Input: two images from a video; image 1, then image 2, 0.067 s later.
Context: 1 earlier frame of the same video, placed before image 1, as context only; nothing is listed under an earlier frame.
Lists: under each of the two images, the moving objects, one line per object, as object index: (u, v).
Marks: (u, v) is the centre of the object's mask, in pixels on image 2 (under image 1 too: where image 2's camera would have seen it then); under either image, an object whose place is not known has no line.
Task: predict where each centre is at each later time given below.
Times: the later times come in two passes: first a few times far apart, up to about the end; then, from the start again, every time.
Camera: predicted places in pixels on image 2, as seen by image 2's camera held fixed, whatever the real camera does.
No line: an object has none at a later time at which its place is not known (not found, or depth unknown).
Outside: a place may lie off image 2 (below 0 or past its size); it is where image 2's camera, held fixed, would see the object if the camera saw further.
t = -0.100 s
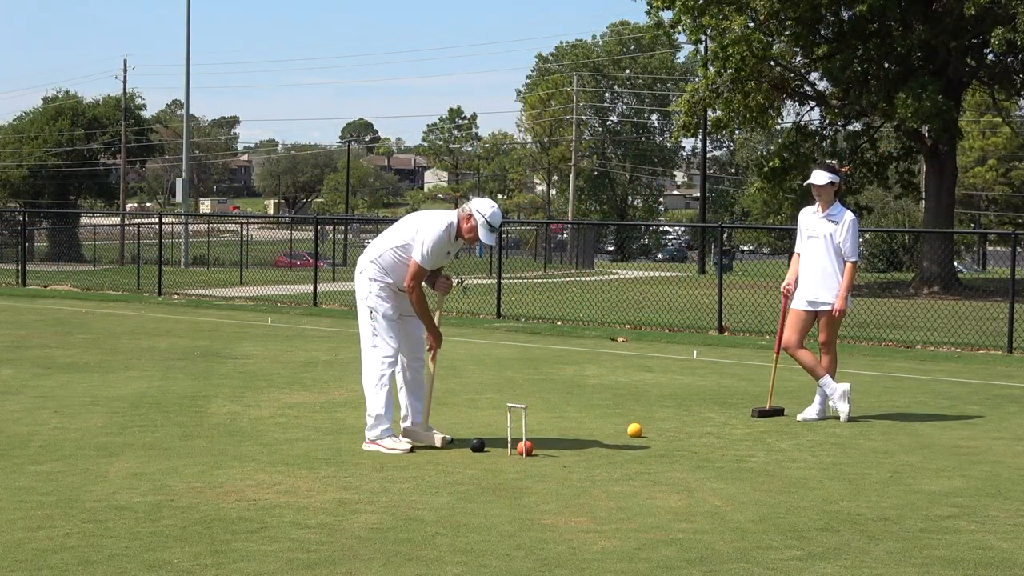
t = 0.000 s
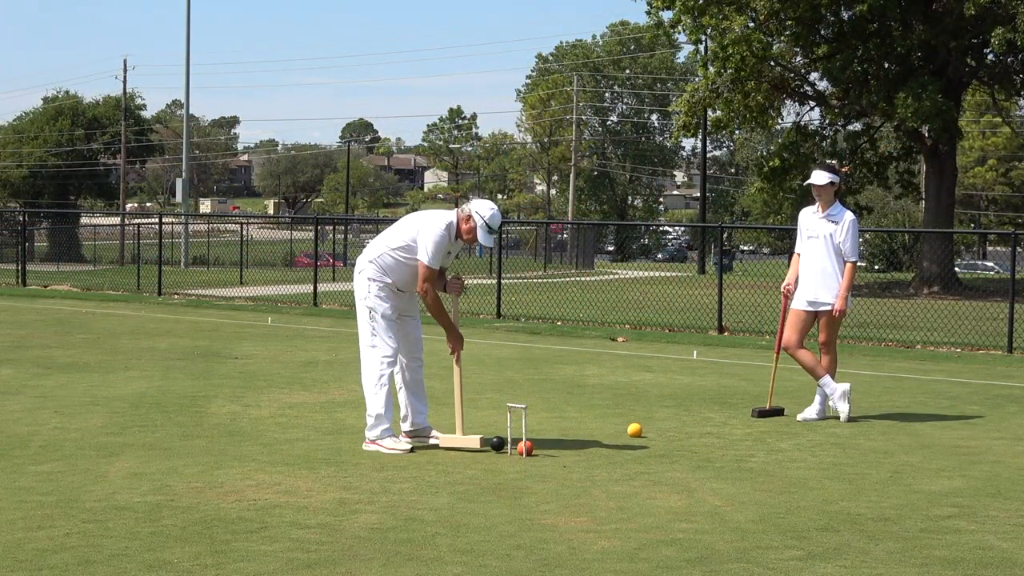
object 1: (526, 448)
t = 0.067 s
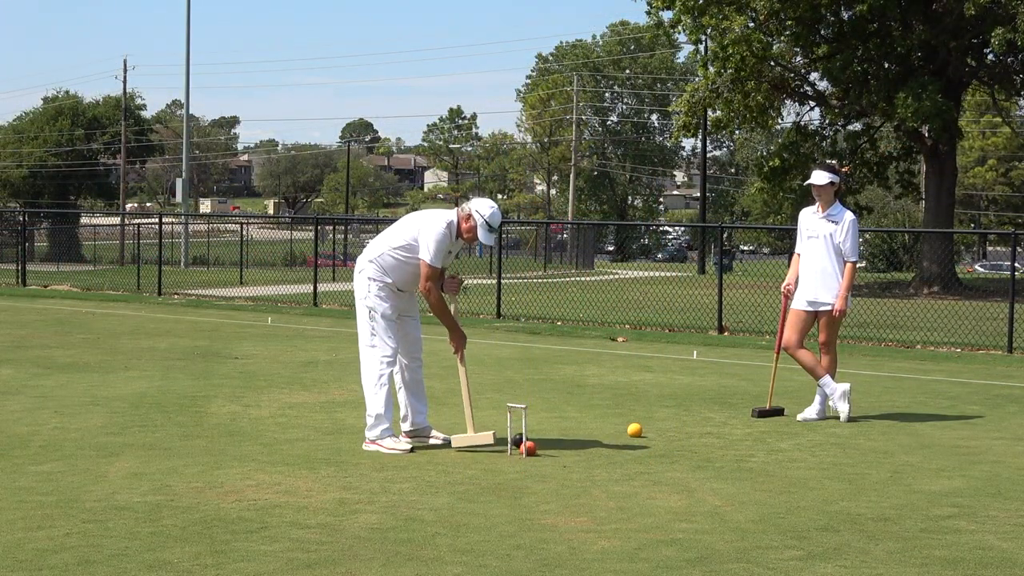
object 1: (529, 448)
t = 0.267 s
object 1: (545, 448)
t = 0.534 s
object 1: (556, 448)
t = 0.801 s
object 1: (557, 449)
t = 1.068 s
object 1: (556, 449)
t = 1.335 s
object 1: (556, 449)
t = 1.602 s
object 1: (556, 449)
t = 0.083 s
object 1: (531, 447)
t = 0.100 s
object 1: (532, 447)
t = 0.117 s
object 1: (533, 447)
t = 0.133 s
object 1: (534, 448)
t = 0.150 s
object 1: (535, 448)
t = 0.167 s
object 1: (537, 448)
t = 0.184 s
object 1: (538, 448)
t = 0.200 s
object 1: (540, 448)
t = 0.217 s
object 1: (541, 448)
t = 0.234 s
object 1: (542, 448)
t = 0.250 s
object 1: (543, 448)
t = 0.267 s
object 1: (545, 448)
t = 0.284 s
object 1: (546, 448)
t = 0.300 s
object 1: (547, 448)
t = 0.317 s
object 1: (548, 448)
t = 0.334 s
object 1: (549, 448)
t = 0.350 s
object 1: (550, 448)
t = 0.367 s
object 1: (551, 448)
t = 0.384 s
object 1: (552, 448)
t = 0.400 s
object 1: (553, 448)
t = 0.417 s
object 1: (553, 448)
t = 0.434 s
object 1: (554, 448)
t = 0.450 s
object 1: (554, 448)
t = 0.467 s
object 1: (555, 448)
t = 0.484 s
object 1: (555, 448)
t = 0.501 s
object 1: (556, 448)
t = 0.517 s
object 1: (556, 448)
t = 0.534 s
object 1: (556, 448)
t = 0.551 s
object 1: (557, 449)
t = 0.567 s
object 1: (557, 449)
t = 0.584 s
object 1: (557, 449)
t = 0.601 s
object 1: (557, 449)
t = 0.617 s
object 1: (557, 448)
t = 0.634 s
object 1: (557, 449)
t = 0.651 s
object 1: (557, 449)
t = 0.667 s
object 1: (557, 449)
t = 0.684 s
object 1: (557, 449)
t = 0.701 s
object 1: (557, 449)
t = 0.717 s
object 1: (557, 449)
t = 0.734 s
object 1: (557, 449)
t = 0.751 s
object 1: (557, 449)
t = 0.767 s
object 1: (557, 449)
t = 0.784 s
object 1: (557, 449)
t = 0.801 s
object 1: (557, 449)
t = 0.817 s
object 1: (557, 449)
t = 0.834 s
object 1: (557, 449)
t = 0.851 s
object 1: (557, 449)
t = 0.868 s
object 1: (557, 449)
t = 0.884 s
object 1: (557, 449)
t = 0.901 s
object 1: (557, 448)
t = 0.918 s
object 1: (557, 448)
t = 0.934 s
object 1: (556, 448)
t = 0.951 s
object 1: (556, 448)
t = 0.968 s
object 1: (556, 448)
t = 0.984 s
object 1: (556, 448)
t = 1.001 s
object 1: (556, 448)
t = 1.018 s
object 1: (556, 448)
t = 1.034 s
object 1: (556, 448)
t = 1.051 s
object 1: (556, 449)
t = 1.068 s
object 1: (556, 449)
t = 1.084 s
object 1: (556, 449)
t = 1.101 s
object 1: (556, 449)
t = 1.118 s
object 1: (556, 449)
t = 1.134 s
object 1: (556, 449)
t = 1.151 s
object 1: (556, 449)
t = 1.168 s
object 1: (556, 449)
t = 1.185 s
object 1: (557, 449)
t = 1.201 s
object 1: (557, 449)
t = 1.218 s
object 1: (556, 449)
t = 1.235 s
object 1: (557, 449)
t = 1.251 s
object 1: (557, 449)
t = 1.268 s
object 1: (556, 449)
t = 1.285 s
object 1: (556, 449)
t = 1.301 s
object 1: (556, 449)
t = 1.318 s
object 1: (556, 449)
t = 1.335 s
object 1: (556, 449)
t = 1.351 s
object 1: (556, 449)
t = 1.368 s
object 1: (556, 449)
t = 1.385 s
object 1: (556, 449)
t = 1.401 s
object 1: (556, 449)
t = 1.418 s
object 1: (556, 449)
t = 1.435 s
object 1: (556, 449)
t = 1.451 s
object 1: (556, 449)
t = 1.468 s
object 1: (556, 449)
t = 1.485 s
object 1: (556, 449)
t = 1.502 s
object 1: (556, 449)
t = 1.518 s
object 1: (556, 449)
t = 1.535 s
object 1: (556, 449)
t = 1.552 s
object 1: (556, 449)
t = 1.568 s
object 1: (556, 449)
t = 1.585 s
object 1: (556, 449)
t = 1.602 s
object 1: (556, 449)
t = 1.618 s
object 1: (556, 449)
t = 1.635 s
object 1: (556, 449)
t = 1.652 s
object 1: (556, 449)
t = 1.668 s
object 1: (556, 449)
